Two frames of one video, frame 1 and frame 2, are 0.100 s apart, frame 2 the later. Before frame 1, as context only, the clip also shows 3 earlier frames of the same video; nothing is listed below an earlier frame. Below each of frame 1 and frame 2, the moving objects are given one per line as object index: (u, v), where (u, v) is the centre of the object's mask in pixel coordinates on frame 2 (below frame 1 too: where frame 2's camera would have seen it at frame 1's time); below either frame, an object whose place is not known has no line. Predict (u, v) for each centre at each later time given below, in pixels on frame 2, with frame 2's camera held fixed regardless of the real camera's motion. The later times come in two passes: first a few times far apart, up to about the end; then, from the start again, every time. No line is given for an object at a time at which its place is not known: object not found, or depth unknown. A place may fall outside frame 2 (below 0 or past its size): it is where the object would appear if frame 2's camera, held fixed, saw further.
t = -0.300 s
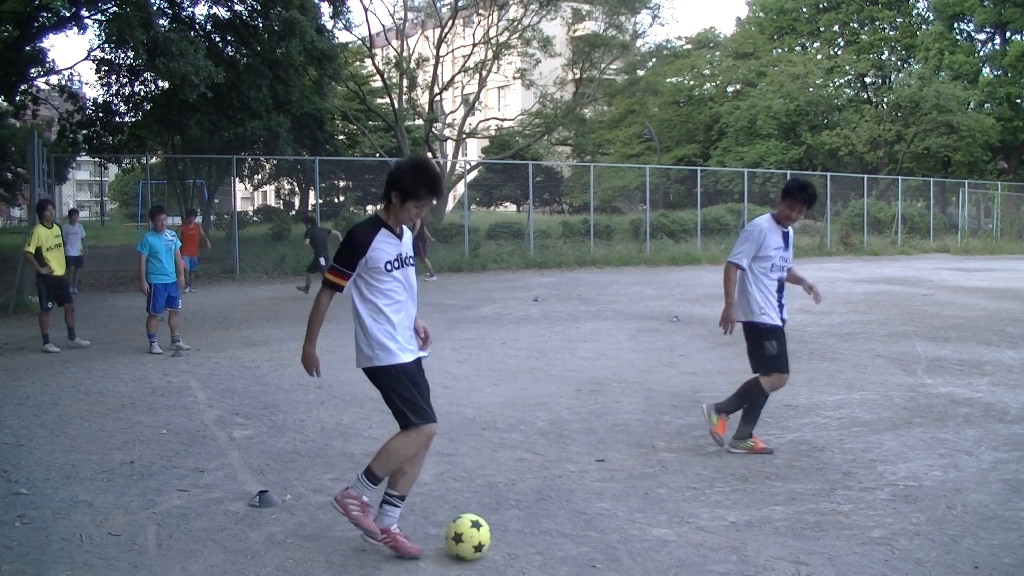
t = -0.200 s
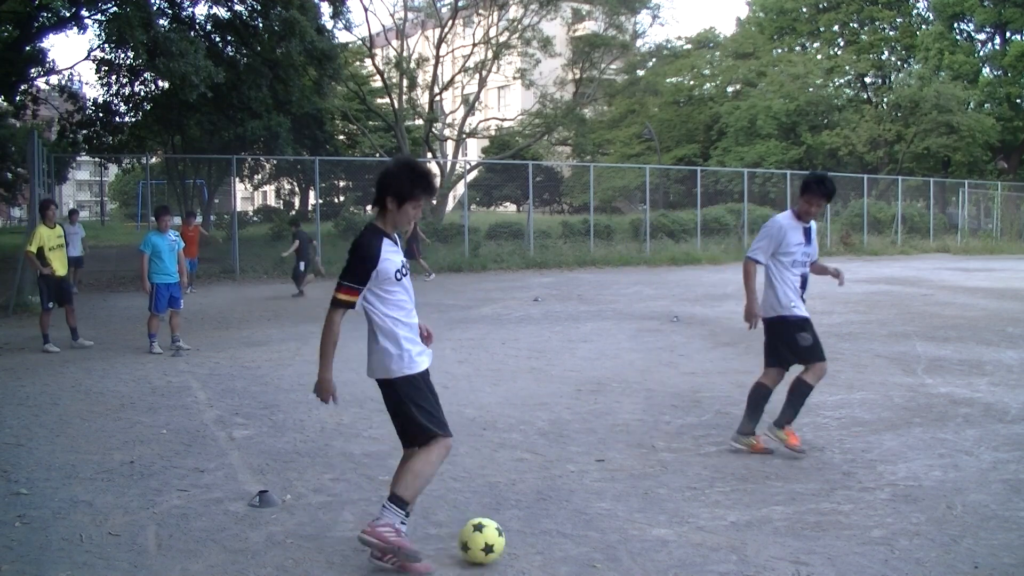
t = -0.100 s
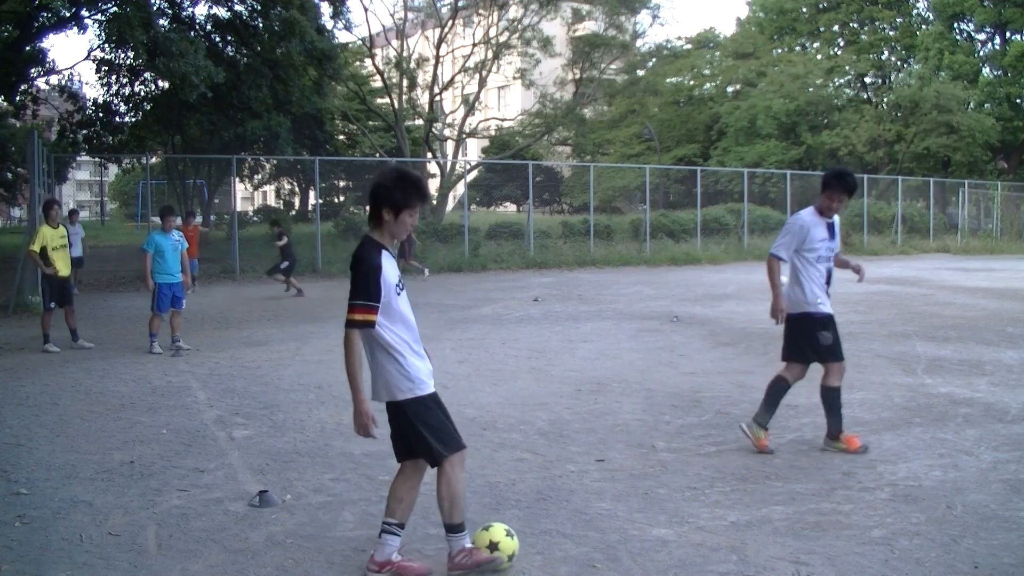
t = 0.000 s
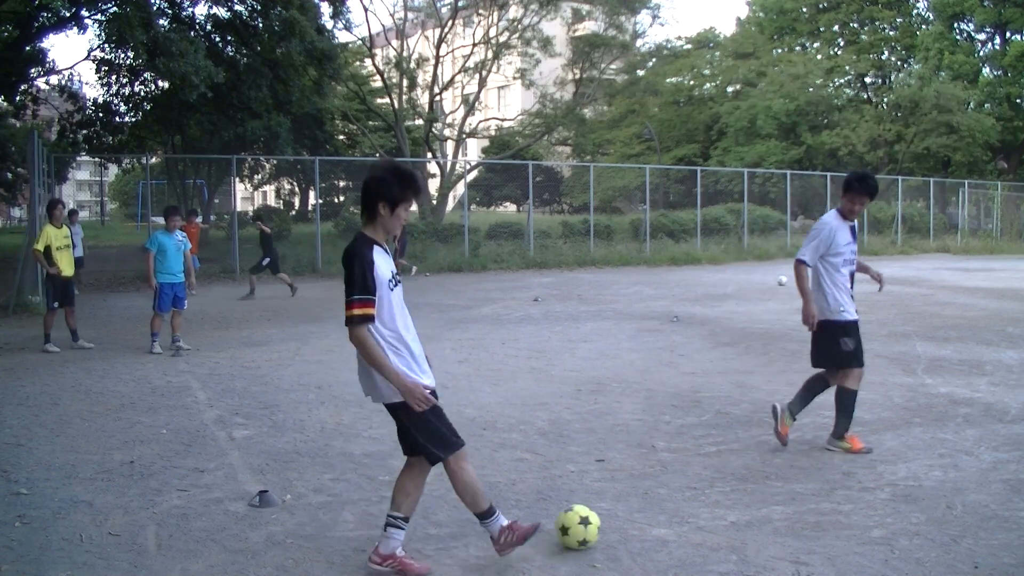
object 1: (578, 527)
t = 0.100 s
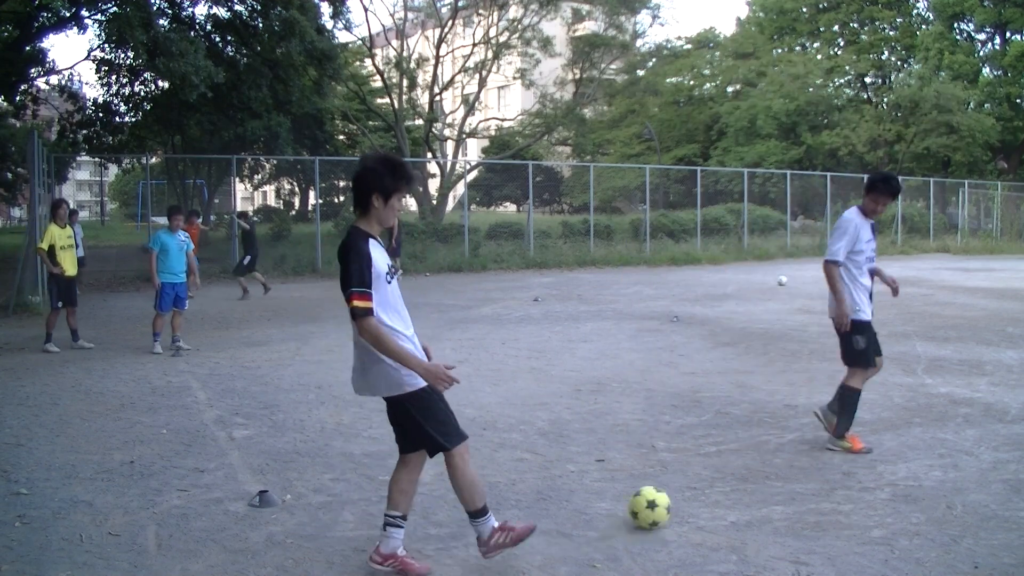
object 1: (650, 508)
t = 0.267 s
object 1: (740, 485)
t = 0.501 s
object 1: (832, 459)
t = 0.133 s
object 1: (670, 503)
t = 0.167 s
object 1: (689, 497)
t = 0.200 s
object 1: (707, 494)
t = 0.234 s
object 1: (724, 489)
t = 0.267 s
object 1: (740, 485)
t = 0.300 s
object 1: (755, 482)
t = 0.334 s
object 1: (768, 476)
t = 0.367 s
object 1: (782, 471)
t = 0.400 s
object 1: (795, 468)
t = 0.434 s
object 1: (808, 467)
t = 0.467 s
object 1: (820, 464)
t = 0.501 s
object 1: (832, 459)
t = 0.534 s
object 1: (842, 456)
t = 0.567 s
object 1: (854, 454)
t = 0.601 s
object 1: (864, 453)
